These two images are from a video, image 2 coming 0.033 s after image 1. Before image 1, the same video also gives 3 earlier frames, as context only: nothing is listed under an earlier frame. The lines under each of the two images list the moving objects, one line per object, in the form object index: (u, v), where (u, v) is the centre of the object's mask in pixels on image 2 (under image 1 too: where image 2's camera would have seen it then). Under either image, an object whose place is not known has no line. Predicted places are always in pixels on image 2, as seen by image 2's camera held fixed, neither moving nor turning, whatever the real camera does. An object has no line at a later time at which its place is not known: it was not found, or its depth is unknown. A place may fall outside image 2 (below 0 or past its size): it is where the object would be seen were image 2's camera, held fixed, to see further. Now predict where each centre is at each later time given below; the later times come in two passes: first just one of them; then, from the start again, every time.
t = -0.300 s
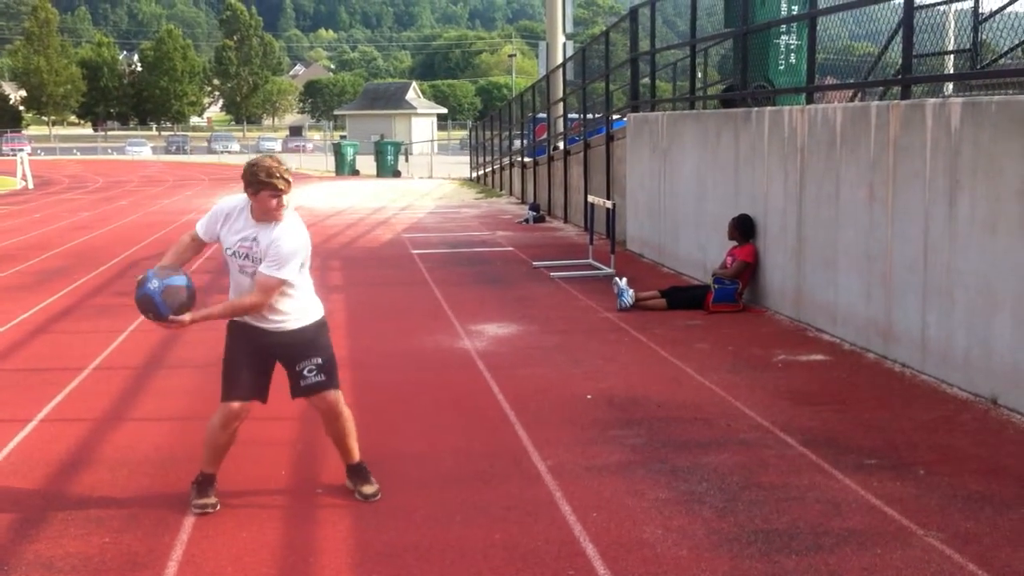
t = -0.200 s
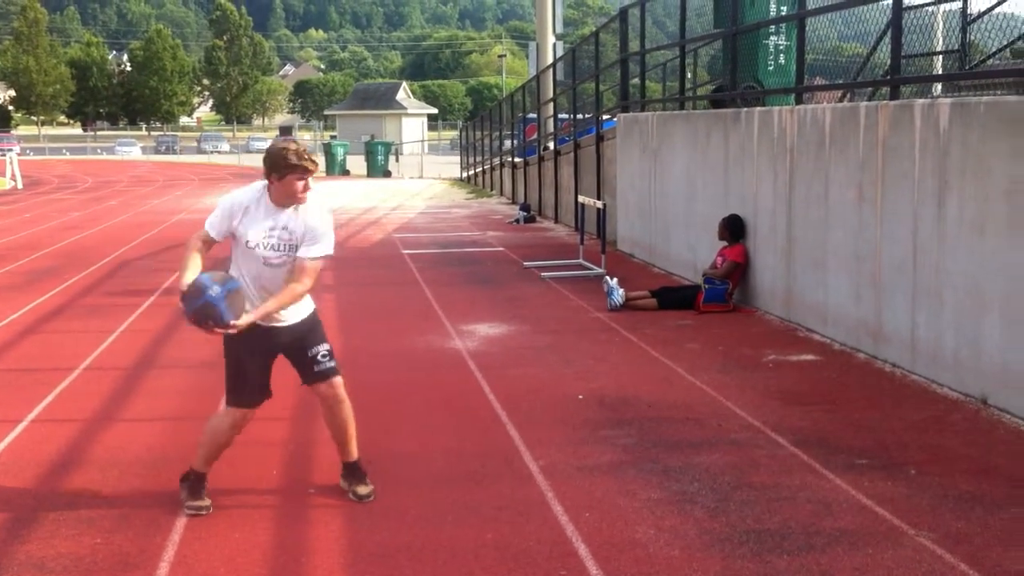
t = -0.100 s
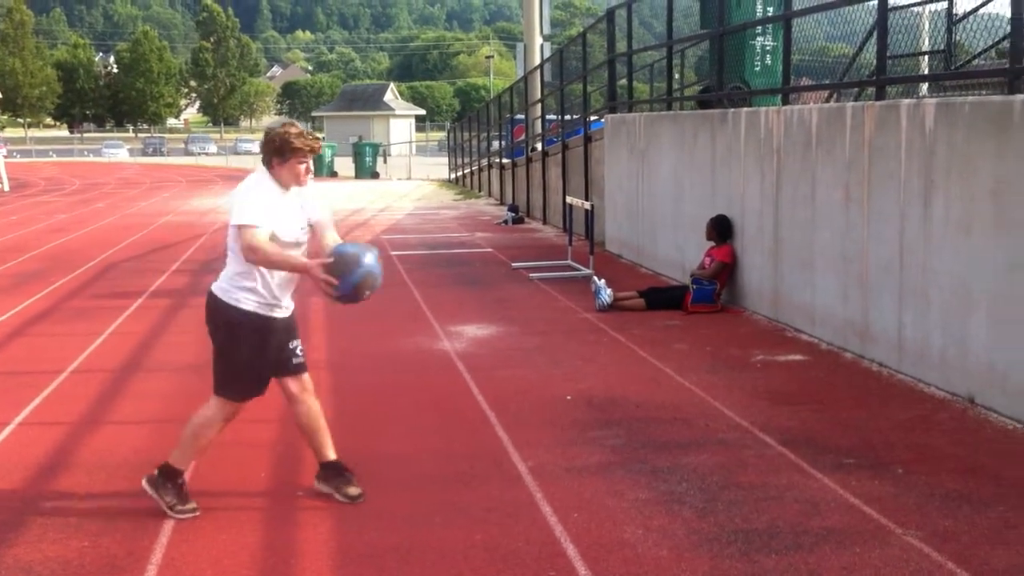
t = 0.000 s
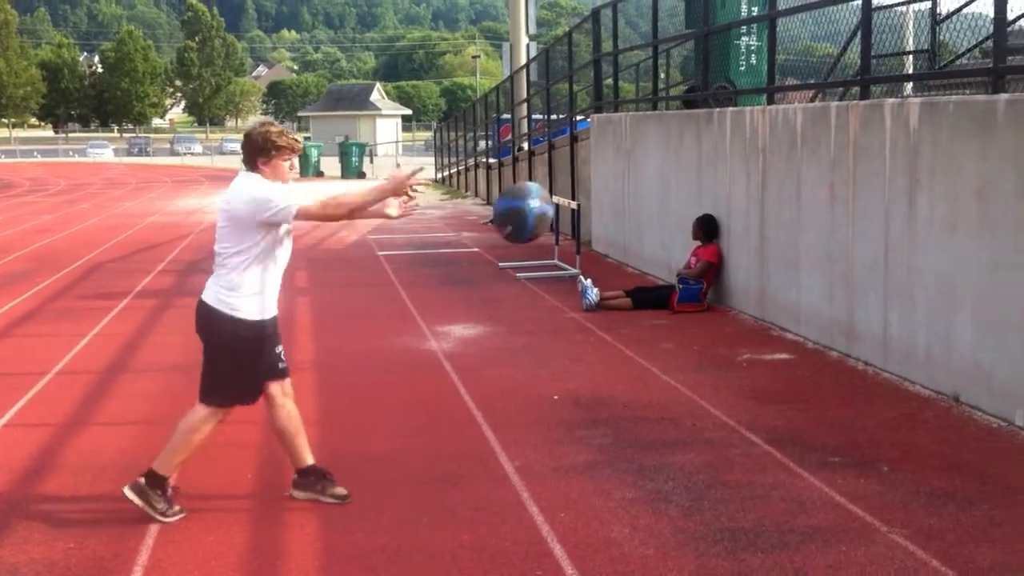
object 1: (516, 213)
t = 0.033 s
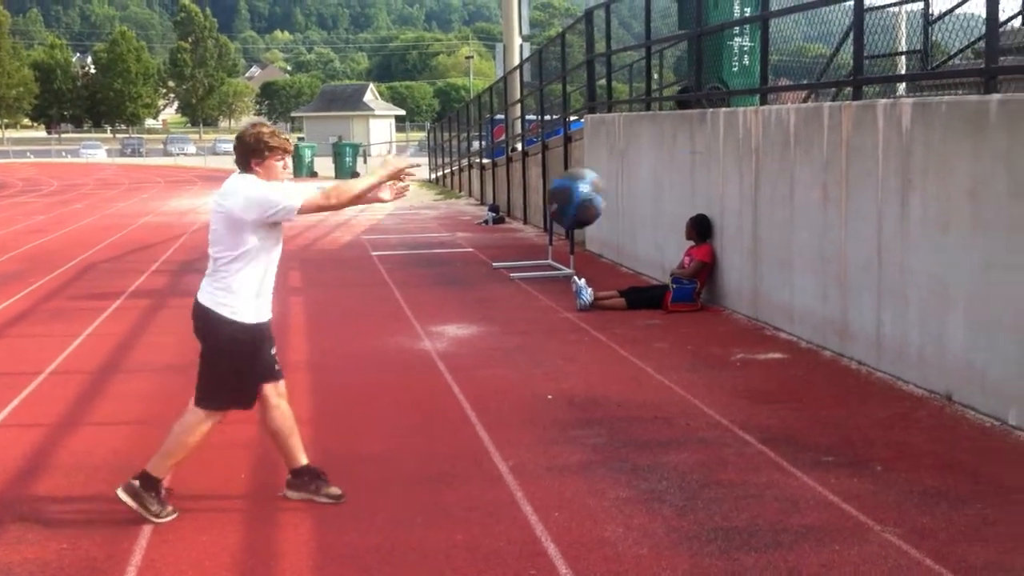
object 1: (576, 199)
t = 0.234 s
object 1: (909, 175)
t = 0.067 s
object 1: (634, 188)
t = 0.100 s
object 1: (689, 180)
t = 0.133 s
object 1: (745, 175)
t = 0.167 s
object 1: (801, 172)
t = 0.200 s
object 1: (855, 172)
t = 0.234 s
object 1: (909, 175)
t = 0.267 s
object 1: (963, 180)
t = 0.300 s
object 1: (1015, 187)
